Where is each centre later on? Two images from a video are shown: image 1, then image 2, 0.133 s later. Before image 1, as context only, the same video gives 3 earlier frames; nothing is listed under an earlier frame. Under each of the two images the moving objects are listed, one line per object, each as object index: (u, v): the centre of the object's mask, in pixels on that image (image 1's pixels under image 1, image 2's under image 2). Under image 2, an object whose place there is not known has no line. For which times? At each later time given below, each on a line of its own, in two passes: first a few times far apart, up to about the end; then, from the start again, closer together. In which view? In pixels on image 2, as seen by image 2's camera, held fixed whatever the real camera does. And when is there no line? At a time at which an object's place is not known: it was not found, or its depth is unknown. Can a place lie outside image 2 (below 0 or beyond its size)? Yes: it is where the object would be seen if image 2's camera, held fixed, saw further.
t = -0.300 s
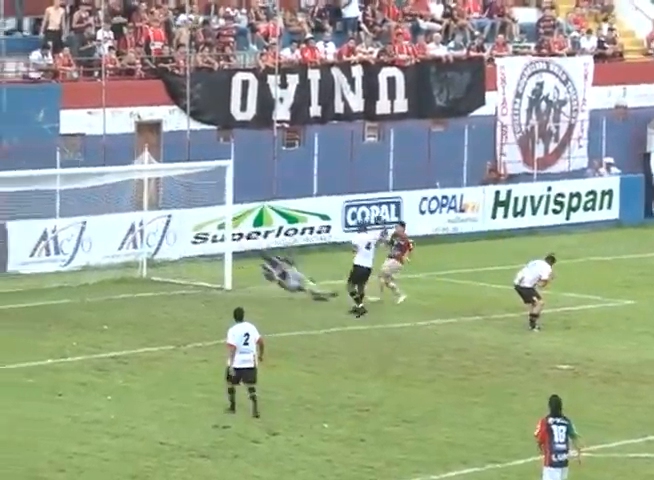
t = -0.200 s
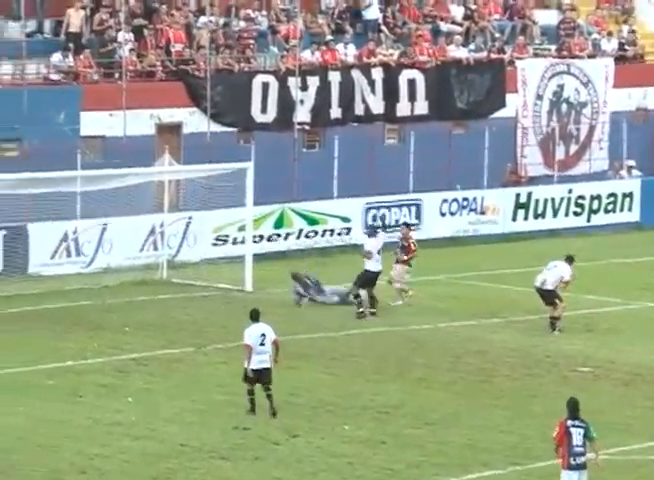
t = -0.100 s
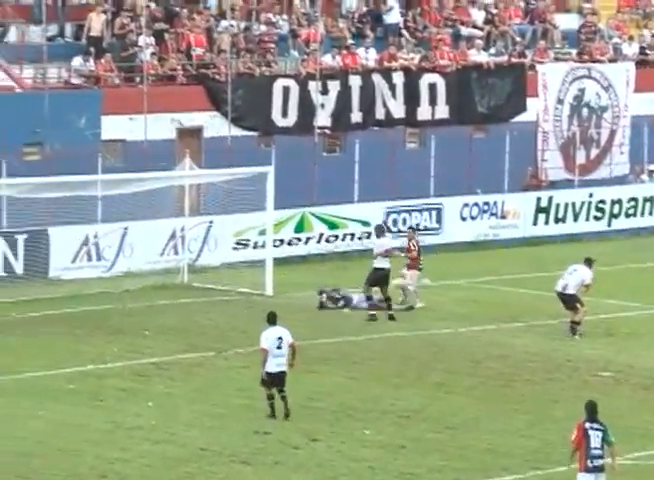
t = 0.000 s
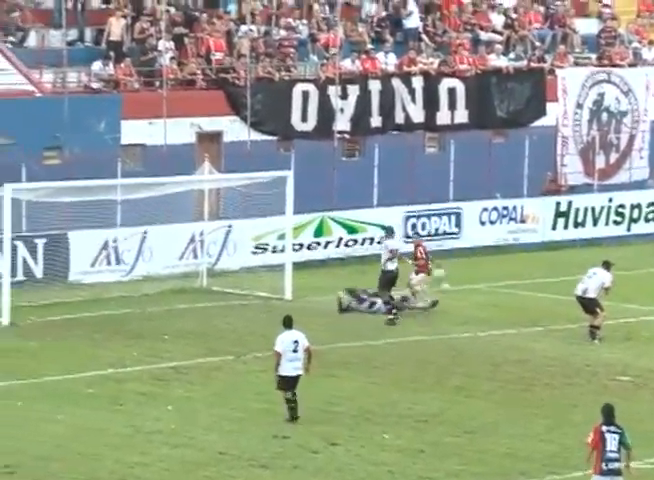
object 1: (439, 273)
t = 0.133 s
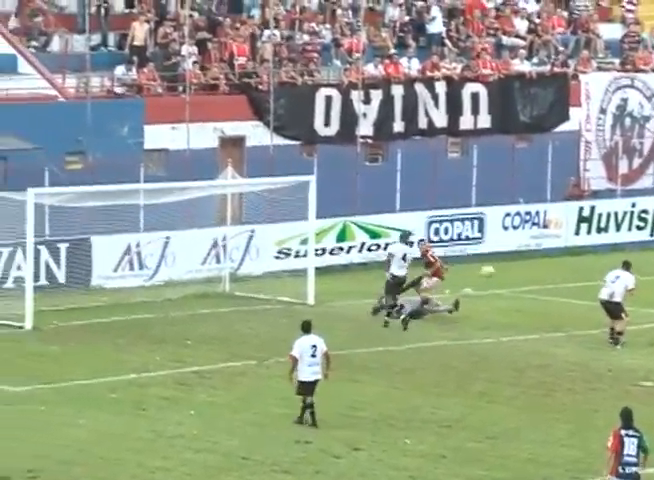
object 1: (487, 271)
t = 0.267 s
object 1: (513, 272)
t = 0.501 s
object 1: (558, 295)
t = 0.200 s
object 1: (500, 270)
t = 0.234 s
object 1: (507, 271)
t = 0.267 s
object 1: (513, 272)
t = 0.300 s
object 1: (519, 274)
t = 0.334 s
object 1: (526, 276)
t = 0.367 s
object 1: (532, 278)
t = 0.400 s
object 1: (539, 281)
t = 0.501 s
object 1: (558, 295)
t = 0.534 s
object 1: (564, 300)
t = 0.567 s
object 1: (571, 307)
